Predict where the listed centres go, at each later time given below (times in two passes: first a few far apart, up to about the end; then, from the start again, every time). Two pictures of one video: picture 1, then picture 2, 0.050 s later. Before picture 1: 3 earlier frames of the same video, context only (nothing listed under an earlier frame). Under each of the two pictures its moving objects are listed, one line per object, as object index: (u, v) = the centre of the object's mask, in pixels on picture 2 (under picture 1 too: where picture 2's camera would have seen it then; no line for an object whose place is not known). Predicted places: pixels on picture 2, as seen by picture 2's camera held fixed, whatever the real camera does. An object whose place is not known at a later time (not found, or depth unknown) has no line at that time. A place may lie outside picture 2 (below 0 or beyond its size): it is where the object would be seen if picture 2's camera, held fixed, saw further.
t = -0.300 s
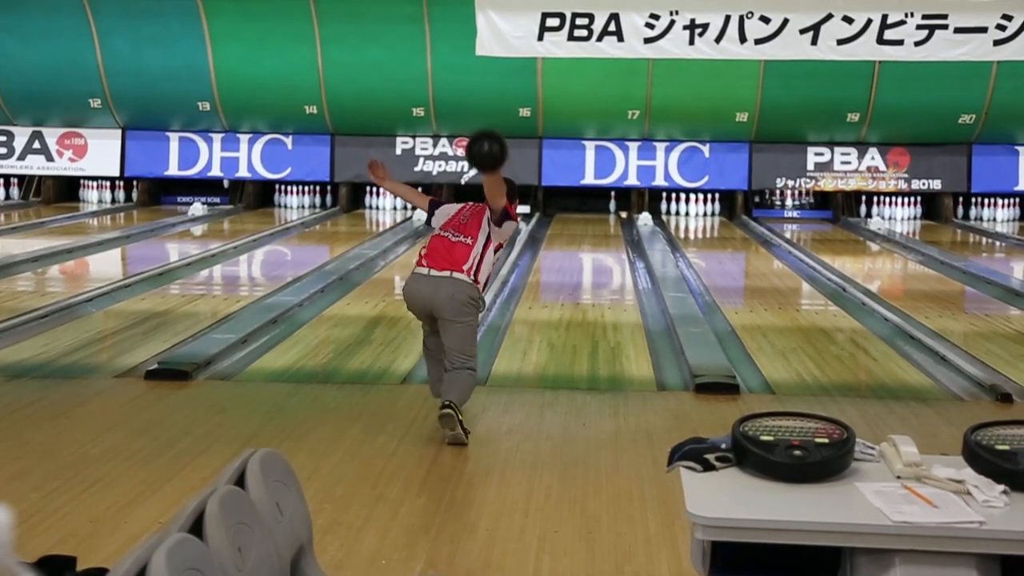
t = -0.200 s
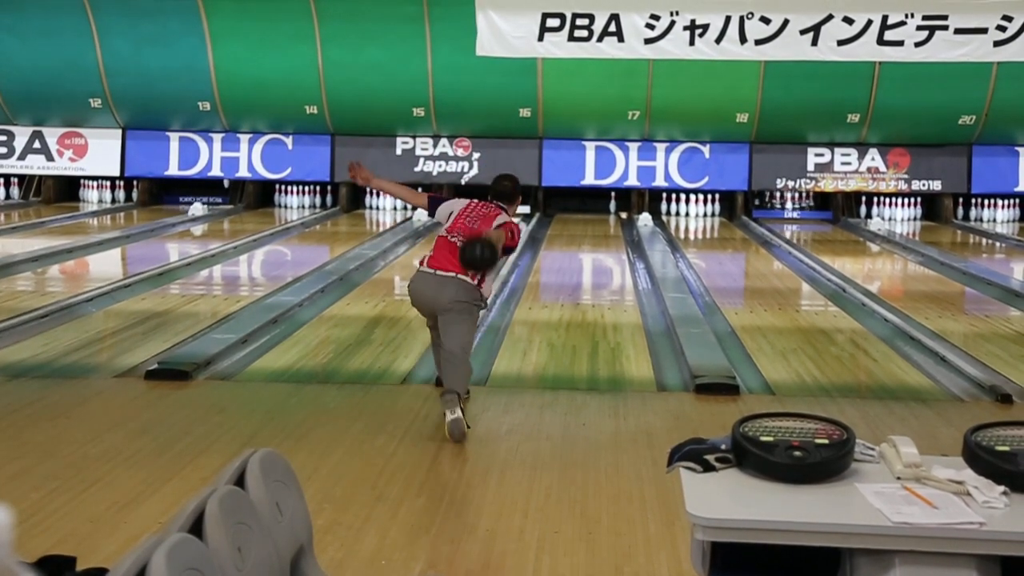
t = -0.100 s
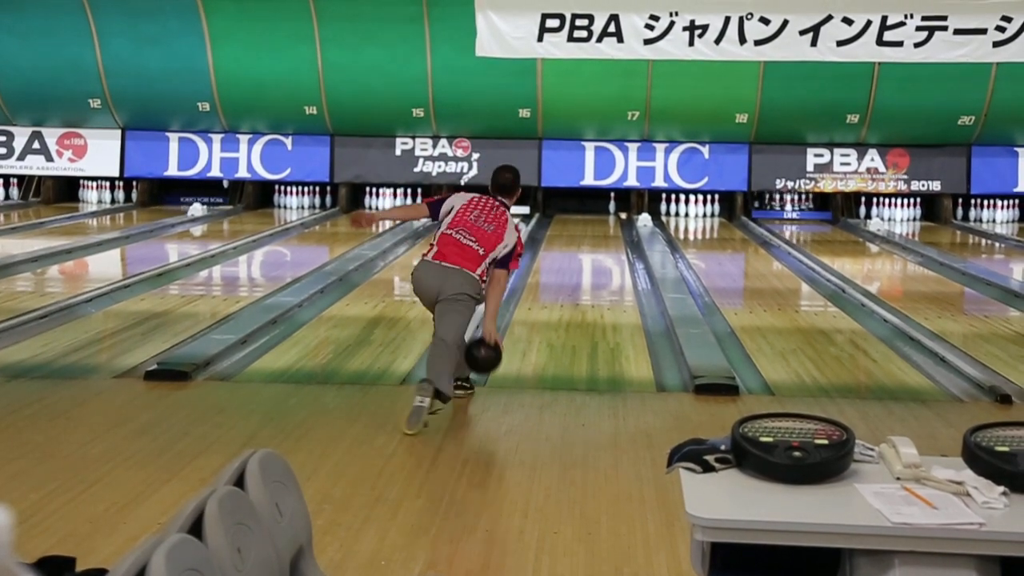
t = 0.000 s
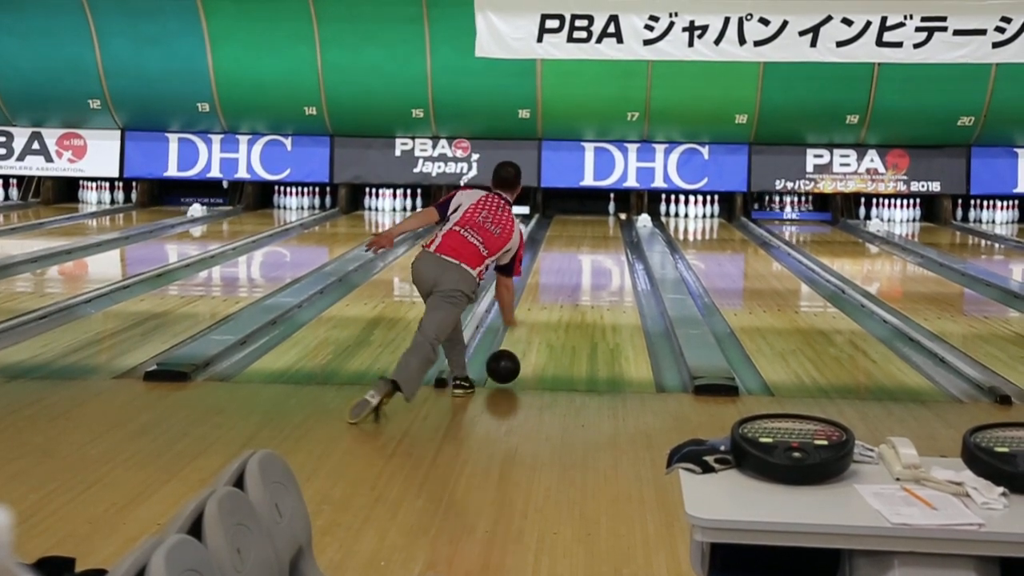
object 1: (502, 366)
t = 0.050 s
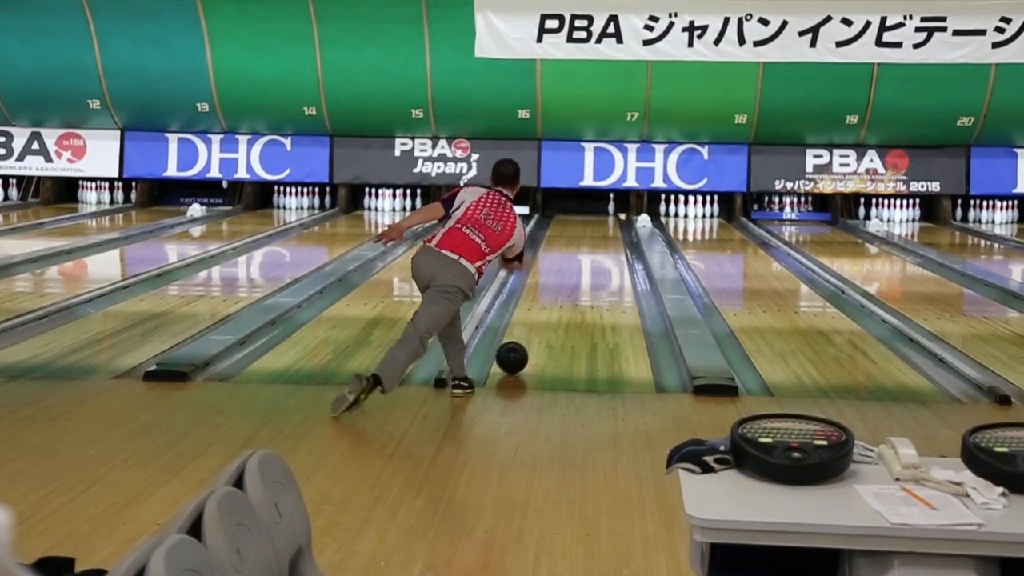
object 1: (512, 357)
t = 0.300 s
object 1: (547, 311)
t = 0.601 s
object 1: (573, 275)
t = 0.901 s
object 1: (591, 250)
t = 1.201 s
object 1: (603, 232)
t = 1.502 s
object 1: (613, 219)
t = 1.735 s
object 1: (617, 211)
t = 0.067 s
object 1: (514, 353)
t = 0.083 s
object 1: (517, 350)
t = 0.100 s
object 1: (520, 346)
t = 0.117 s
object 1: (523, 343)
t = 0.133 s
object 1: (525, 339)
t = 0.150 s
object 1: (528, 336)
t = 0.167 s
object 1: (530, 333)
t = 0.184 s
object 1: (532, 330)
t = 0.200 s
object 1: (535, 327)
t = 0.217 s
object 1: (537, 324)
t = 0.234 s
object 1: (539, 321)
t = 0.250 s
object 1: (541, 318)
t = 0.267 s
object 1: (543, 316)
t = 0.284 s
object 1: (545, 313)
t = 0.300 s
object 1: (547, 311)
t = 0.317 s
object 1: (549, 308)
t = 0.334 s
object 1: (550, 306)
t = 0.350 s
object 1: (552, 303)
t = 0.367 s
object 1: (554, 301)
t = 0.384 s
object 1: (555, 299)
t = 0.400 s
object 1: (557, 297)
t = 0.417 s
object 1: (559, 295)
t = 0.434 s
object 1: (560, 293)
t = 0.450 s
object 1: (562, 291)
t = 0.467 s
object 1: (563, 289)
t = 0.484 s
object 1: (565, 287)
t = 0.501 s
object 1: (566, 285)
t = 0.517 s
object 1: (567, 284)
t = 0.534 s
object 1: (569, 281)
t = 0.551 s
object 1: (570, 280)
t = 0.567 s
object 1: (571, 278)
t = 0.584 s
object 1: (572, 276)
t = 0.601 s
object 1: (573, 275)
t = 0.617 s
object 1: (574, 273)
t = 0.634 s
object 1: (576, 271)
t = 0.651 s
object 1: (577, 270)
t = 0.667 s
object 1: (578, 268)
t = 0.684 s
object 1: (579, 267)
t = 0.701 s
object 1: (580, 265)
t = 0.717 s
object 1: (581, 264)
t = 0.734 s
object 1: (582, 263)
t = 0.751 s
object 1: (583, 261)
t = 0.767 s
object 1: (584, 260)
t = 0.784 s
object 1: (585, 258)
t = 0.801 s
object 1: (586, 257)
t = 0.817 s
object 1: (587, 256)
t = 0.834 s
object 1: (588, 255)
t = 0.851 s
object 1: (589, 254)
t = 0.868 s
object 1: (589, 253)
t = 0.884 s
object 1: (590, 251)
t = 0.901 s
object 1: (591, 250)
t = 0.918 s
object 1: (592, 249)
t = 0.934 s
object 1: (593, 247)
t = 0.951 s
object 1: (593, 247)
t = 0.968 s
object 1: (594, 246)
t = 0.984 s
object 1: (595, 244)
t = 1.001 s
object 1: (596, 243)
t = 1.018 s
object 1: (597, 242)
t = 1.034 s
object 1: (598, 241)
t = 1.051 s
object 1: (598, 240)
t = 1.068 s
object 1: (599, 239)
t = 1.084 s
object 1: (599, 239)
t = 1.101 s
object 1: (600, 238)
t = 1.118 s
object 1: (601, 236)
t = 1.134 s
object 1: (601, 235)
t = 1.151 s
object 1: (602, 235)
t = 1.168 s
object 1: (603, 234)
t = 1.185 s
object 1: (603, 233)
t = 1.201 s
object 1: (603, 232)
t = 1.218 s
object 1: (604, 231)
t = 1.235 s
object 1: (605, 231)
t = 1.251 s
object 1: (605, 229)
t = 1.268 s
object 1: (606, 229)
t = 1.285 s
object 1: (607, 228)
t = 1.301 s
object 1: (607, 227)
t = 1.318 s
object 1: (607, 226)
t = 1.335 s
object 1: (608, 225)
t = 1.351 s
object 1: (608, 224)
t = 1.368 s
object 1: (609, 223)
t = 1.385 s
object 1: (609, 223)
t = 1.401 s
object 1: (610, 222)
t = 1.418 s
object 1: (610, 222)
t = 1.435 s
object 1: (610, 221)
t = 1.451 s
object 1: (611, 221)
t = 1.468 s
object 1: (611, 220)
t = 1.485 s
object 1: (612, 220)
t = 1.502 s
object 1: (613, 219)
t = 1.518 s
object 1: (613, 218)
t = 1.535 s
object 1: (613, 218)
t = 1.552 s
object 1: (614, 217)
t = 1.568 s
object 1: (614, 216)
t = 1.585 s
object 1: (614, 216)
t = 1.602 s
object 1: (614, 216)
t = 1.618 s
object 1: (614, 215)
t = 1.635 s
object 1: (615, 214)
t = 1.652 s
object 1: (615, 214)
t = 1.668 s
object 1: (615, 214)
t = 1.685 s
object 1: (615, 213)
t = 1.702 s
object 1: (616, 212)
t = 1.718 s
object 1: (616, 212)
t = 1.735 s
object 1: (617, 211)
